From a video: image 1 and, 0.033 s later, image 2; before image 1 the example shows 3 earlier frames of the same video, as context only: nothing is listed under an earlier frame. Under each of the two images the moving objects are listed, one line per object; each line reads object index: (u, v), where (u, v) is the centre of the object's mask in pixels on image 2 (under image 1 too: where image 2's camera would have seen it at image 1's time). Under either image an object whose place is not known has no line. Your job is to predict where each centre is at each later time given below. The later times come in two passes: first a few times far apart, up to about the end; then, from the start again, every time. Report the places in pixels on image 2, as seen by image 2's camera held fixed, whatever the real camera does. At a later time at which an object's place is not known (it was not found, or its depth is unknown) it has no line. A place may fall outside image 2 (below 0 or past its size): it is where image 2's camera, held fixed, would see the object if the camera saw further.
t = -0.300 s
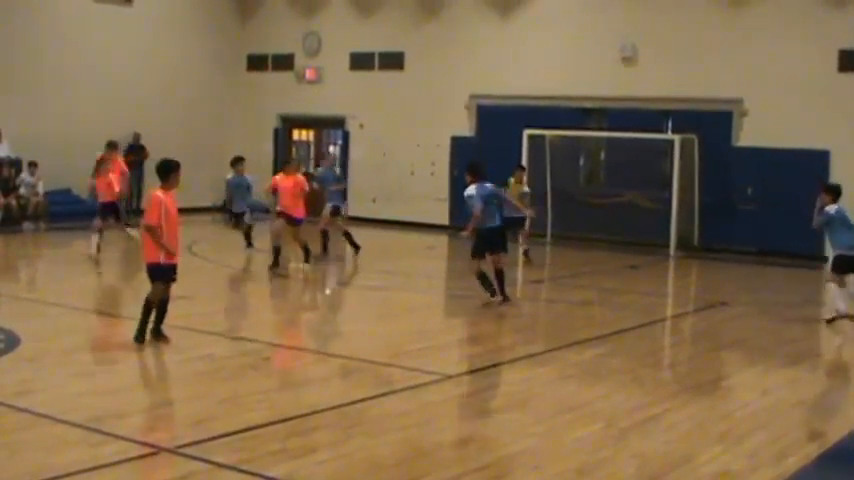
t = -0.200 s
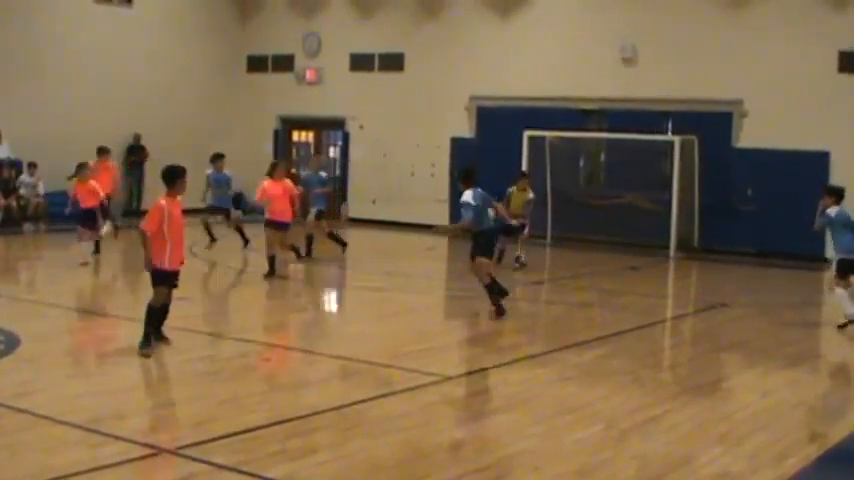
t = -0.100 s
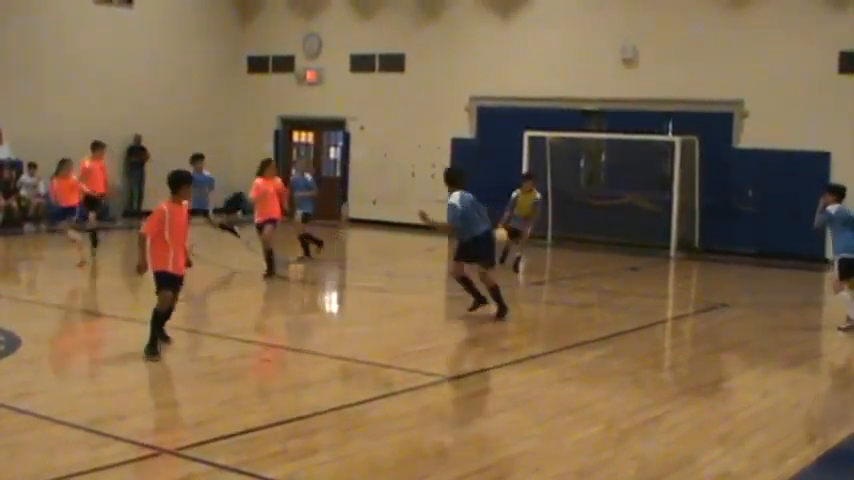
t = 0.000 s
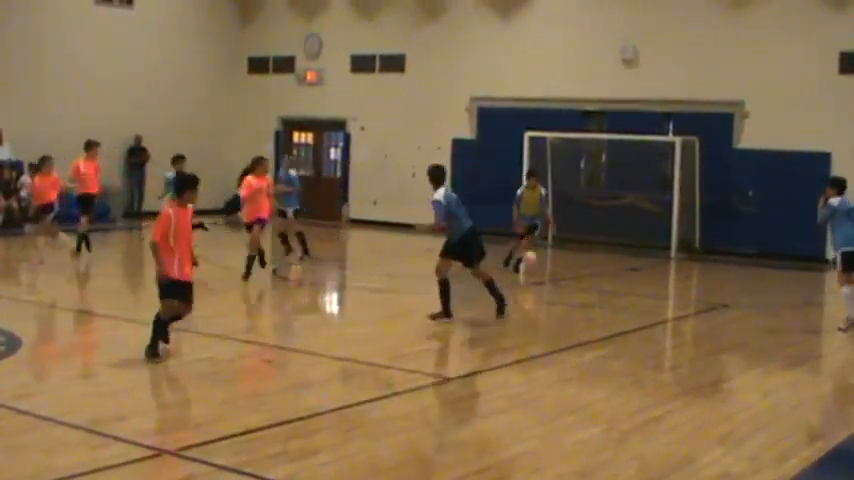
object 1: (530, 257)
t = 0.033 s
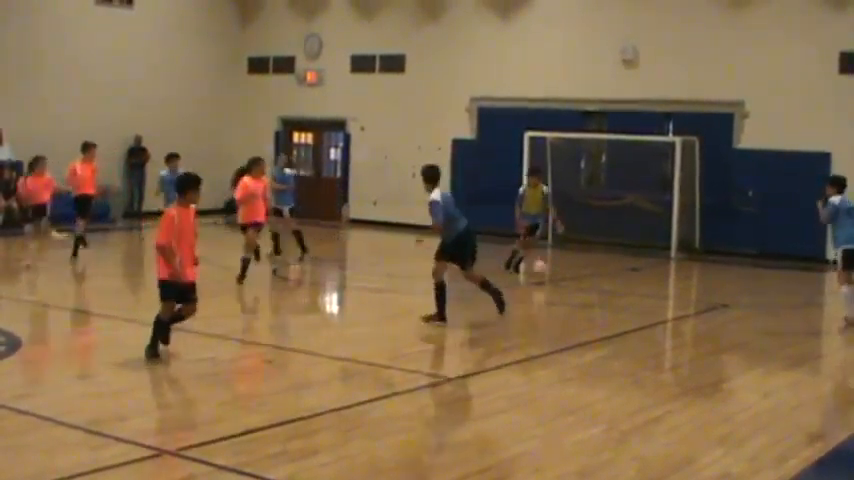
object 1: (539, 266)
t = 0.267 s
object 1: (597, 272)
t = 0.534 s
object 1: (667, 299)
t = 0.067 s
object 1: (549, 276)
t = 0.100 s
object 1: (557, 274)
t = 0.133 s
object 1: (564, 272)
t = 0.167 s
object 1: (573, 270)
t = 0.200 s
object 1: (580, 270)
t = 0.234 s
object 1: (588, 271)
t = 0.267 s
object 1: (597, 272)
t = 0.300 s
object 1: (605, 275)
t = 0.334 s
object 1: (614, 279)
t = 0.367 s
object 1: (622, 283)
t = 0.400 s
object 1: (632, 287)
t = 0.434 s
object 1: (640, 293)
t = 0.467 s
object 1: (649, 302)
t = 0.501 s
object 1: (658, 303)
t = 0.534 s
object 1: (667, 299)
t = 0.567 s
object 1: (678, 301)
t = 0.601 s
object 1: (685, 302)
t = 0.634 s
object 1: (697, 306)
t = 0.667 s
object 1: (707, 313)
